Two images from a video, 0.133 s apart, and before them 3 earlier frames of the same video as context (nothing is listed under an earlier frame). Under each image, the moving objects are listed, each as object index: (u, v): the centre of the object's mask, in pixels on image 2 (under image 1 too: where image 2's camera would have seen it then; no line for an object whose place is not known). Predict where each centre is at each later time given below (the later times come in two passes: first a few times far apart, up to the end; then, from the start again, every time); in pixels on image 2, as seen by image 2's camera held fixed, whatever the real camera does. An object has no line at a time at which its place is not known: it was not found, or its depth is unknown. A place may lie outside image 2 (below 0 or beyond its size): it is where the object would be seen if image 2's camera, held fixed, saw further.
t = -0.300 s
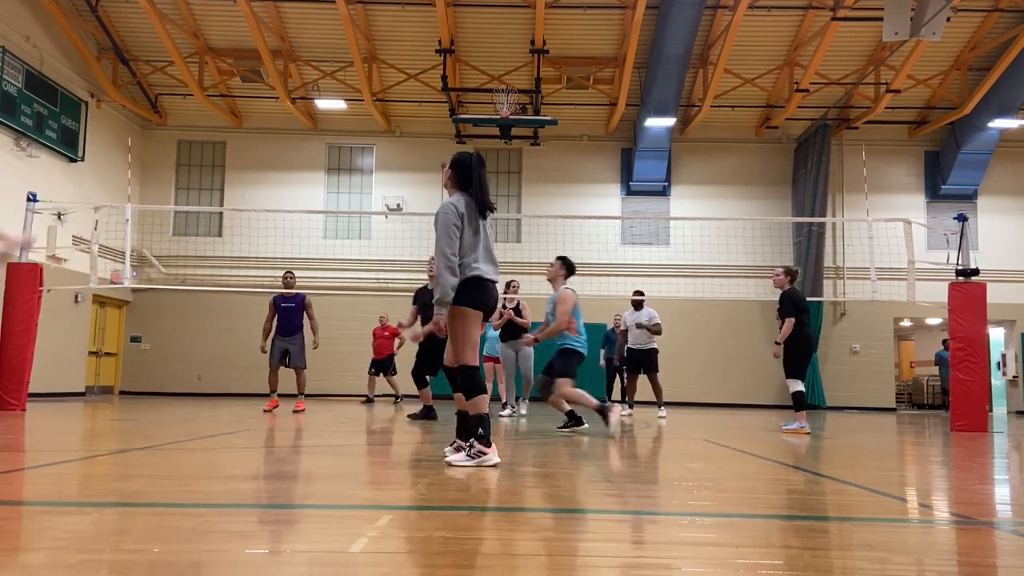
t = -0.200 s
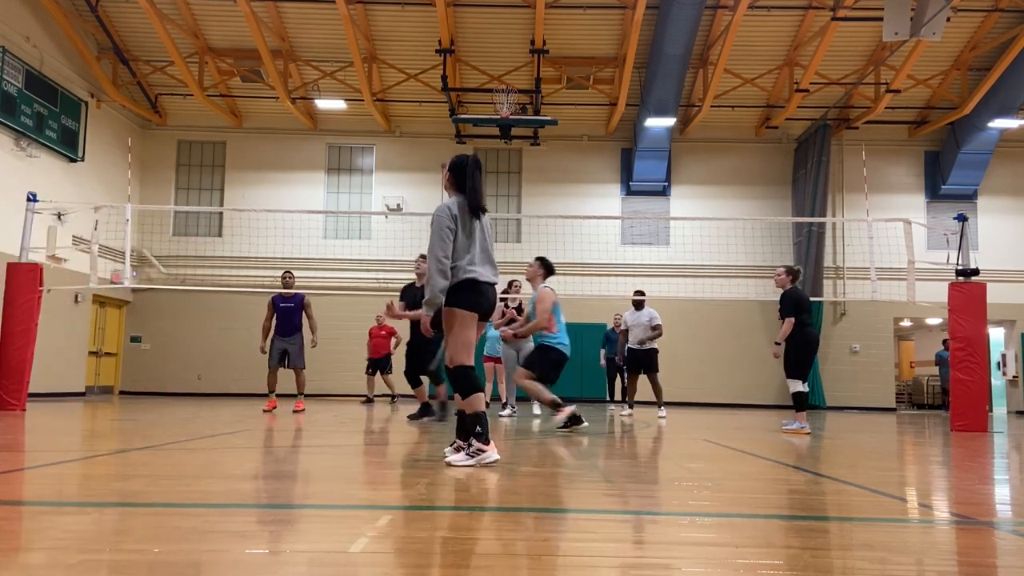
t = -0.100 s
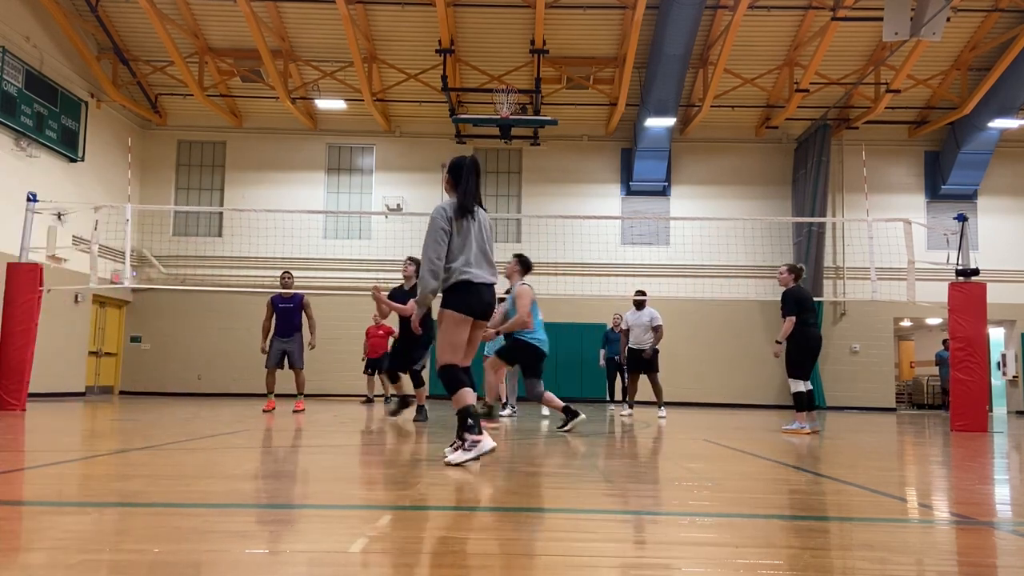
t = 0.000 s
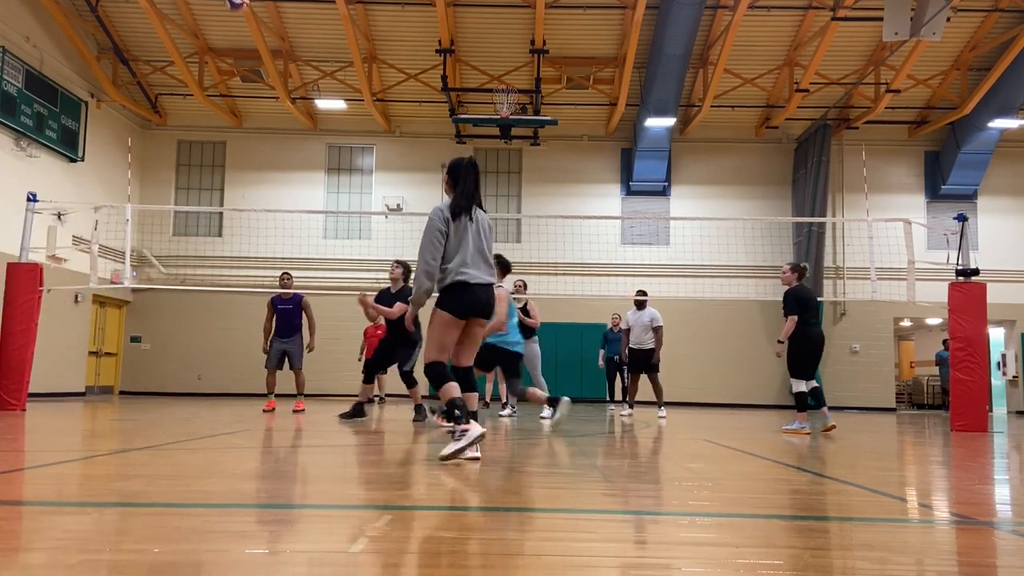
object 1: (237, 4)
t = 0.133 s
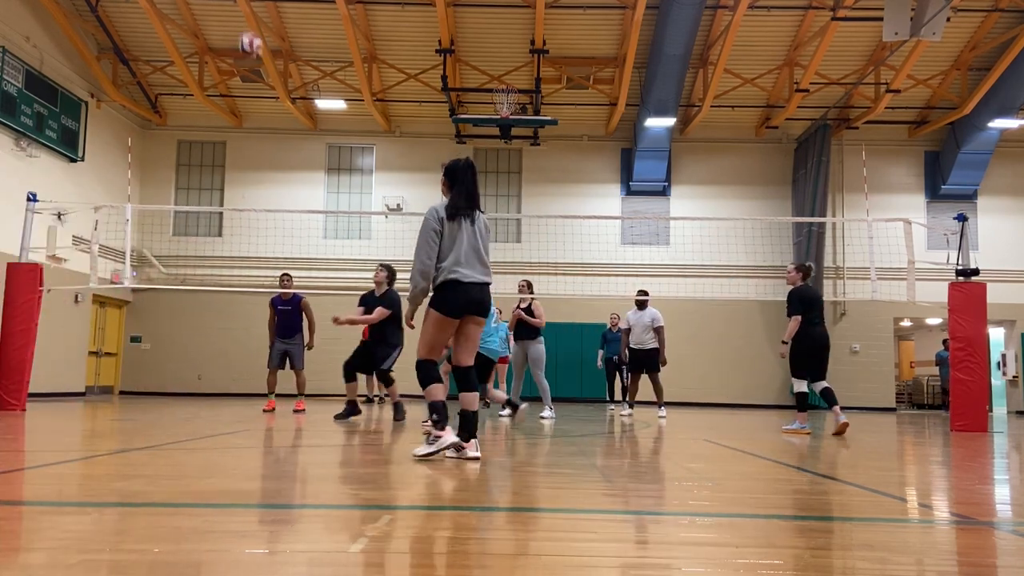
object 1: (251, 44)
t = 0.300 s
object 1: (267, 122)
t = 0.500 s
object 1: (282, 237)
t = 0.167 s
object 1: (254, 59)
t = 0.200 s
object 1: (257, 72)
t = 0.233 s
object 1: (261, 88)
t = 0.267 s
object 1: (264, 105)
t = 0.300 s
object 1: (267, 122)
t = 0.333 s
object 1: (270, 139)
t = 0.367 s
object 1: (272, 156)
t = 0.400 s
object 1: (274, 176)
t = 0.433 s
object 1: (277, 196)
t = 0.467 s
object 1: (279, 217)
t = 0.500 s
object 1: (282, 237)
